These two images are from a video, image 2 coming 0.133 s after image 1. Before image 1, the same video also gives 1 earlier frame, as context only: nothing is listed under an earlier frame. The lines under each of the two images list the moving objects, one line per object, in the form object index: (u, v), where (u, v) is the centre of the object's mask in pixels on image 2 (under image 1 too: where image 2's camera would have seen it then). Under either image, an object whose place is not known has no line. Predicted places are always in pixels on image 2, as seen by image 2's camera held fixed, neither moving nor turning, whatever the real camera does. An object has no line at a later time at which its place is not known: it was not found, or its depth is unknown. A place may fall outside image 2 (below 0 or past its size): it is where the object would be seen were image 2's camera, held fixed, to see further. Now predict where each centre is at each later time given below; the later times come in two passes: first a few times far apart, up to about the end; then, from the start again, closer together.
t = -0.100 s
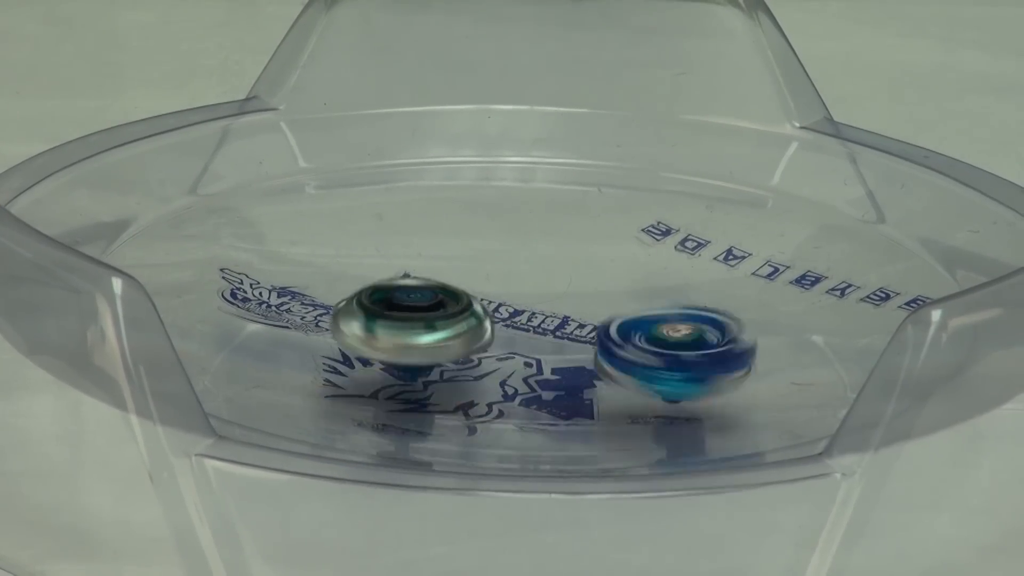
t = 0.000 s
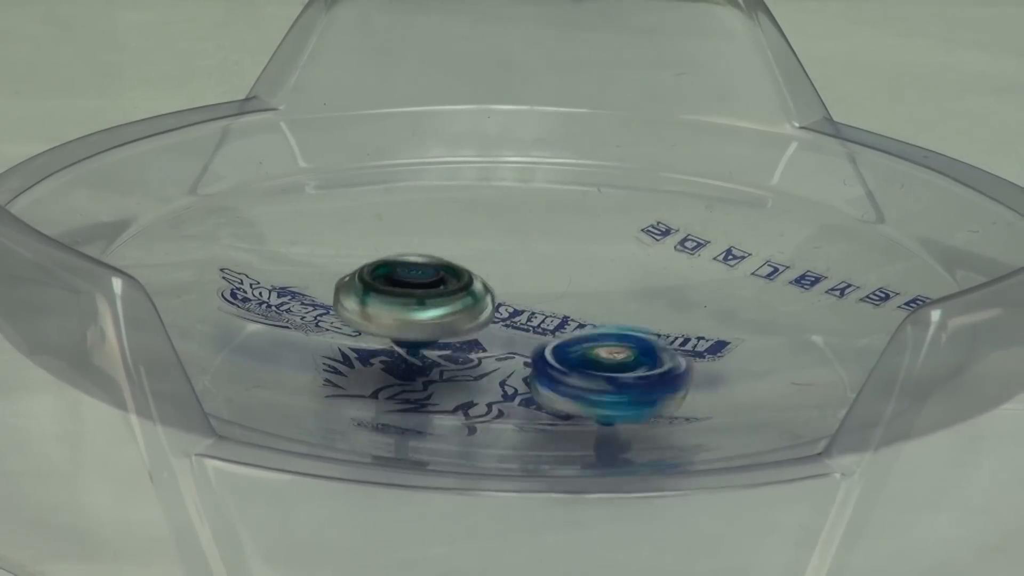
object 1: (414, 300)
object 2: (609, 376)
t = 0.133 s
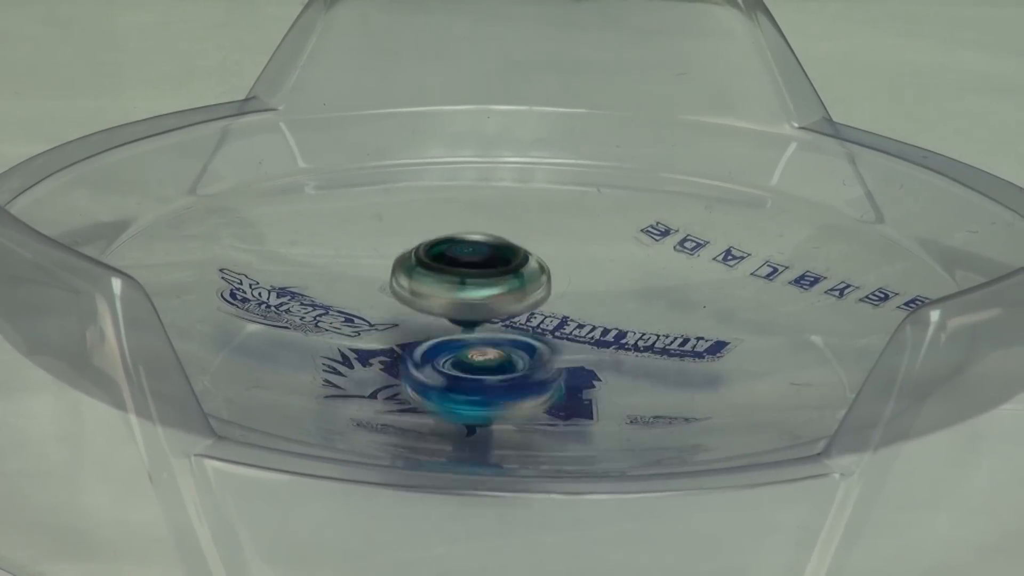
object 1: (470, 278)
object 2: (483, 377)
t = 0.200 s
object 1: (514, 275)
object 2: (427, 364)
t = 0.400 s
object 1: (629, 299)
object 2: (388, 303)
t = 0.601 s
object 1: (632, 346)
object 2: (528, 269)
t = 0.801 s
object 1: (514, 361)
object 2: (678, 300)
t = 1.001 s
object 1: (420, 328)
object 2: (652, 363)
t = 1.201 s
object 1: (460, 287)
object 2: (472, 372)
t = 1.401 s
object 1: (580, 282)
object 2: (376, 316)
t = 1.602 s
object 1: (652, 318)
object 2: (477, 268)
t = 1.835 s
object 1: (562, 357)
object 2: (662, 297)
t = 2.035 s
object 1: (443, 340)
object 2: (648, 362)
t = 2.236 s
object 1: (426, 295)
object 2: (480, 375)
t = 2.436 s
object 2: (374, 323)
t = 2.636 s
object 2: (469, 276)
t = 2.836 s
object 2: (639, 284)
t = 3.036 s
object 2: (674, 349)
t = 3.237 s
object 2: (528, 378)
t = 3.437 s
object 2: (391, 337)
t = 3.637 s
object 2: (442, 281)
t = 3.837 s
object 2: (596, 271)
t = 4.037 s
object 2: (678, 333)
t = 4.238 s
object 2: (562, 376)
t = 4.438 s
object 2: (412, 351)
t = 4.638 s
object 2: (356, 328)
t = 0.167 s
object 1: (491, 276)
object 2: (453, 371)
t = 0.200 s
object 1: (514, 275)
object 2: (427, 364)
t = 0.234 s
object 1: (536, 276)
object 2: (406, 357)
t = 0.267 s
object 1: (558, 278)
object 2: (388, 346)
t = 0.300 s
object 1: (580, 282)
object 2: (379, 337)
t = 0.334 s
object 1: (599, 286)
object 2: (376, 325)
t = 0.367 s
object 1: (616, 292)
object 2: (378, 313)
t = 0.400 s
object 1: (629, 299)
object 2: (388, 303)
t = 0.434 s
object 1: (639, 306)
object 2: (400, 294)
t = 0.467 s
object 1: (646, 315)
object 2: (418, 286)
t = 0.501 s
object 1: (648, 322)
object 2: (442, 279)
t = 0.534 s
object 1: (646, 331)
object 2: (468, 274)
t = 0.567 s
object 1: (641, 338)
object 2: (496, 270)
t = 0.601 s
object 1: (632, 346)
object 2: (528, 269)
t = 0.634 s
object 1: (618, 350)
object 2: (556, 269)
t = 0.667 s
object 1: (600, 355)
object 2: (586, 272)
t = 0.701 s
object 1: (581, 358)
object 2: (616, 277)
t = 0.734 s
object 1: (560, 361)
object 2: (639, 285)
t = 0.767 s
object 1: (537, 362)
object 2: (661, 292)
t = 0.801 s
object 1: (514, 361)
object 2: (678, 300)
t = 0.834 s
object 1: (492, 359)
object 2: (690, 311)
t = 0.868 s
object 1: (471, 355)
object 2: (693, 322)
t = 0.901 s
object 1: (453, 350)
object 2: (692, 334)
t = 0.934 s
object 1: (438, 343)
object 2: (685, 344)
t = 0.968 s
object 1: (427, 336)
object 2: (670, 354)
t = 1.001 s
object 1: (420, 328)
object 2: (652, 363)
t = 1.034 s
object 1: (417, 320)
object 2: (626, 370)
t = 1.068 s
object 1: (418, 313)
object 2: (596, 374)
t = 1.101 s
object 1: (424, 306)
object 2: (567, 378)
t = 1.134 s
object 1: (433, 299)
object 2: (536, 378)
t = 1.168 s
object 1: (445, 292)
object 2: (503, 376)
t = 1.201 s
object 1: (460, 287)
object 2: (472, 372)
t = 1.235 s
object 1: (477, 283)
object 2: (444, 366)
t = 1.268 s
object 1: (497, 281)
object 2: (420, 358)
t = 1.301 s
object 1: (517, 279)
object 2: (401, 349)
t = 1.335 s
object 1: (539, 278)
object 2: (385, 338)
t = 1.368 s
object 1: (559, 279)
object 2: (377, 328)
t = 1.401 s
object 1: (580, 282)
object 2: (376, 316)
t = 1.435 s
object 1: (599, 285)
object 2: (380, 305)
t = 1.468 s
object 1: (617, 290)
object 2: (390, 296)
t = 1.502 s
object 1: (631, 296)
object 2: (407, 286)
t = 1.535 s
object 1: (642, 302)
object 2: (425, 279)
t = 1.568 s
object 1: (650, 310)
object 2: (451, 273)
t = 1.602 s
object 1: (652, 318)
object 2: (477, 268)
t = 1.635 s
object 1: (652, 326)
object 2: (507, 266)
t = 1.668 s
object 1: (646, 334)
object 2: (536, 267)
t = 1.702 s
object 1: (635, 341)
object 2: (564, 268)
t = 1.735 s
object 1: (621, 348)
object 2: (591, 271)
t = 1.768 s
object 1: (603, 351)
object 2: (622, 277)
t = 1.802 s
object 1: (584, 355)
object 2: (645, 286)
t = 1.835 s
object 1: (562, 357)
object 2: (662, 297)
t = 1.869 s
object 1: (540, 358)
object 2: (675, 309)
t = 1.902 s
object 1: (517, 356)
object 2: (679, 319)
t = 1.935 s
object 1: (497, 355)
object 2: (681, 330)
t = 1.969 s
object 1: (476, 351)
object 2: (677, 341)
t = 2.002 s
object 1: (458, 346)
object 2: (665, 350)
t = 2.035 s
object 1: (443, 340)
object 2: (648, 362)
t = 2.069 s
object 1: (430, 333)
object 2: (625, 367)
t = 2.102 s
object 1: (423, 326)
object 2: (600, 374)
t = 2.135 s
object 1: (418, 318)
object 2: (571, 379)
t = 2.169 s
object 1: (417, 311)
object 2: (543, 379)
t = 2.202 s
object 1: (419, 303)
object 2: (511, 378)
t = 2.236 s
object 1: (426, 295)
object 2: (480, 375)
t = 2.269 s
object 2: (450, 369)
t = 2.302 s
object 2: (426, 363)
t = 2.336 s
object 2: (405, 355)
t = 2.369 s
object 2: (389, 344)
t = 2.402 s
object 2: (381, 333)
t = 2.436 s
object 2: (374, 323)
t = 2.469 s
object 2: (379, 312)
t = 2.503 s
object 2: (386, 303)
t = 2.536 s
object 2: (401, 295)
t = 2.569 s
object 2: (421, 286)
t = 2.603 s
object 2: (442, 281)
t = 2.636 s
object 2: (469, 276)
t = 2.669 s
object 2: (497, 274)
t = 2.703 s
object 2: (523, 272)
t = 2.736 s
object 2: (553, 271)
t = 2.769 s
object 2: (579, 272)
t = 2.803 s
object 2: (611, 277)
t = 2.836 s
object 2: (639, 284)
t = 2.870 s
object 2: (661, 294)
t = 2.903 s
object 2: (677, 309)
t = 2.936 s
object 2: (681, 318)
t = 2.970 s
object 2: (685, 329)
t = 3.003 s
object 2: (682, 338)
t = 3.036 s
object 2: (674, 349)
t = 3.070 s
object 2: (661, 357)
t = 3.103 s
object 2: (641, 366)
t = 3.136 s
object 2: (616, 372)
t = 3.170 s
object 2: (587, 376)
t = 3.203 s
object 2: (557, 378)
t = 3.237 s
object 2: (528, 378)
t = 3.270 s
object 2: (496, 376)
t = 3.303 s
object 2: (469, 372)
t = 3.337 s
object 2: (441, 364)
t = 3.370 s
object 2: (422, 357)
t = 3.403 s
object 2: (405, 346)
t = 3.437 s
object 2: (391, 337)
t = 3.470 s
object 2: (390, 326)
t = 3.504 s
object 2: (387, 316)
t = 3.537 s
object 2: (395, 306)
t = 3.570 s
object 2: (405, 296)
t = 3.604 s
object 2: (421, 289)
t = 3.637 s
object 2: (442, 281)
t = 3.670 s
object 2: (465, 277)
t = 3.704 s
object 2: (492, 274)
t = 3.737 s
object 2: (517, 270)
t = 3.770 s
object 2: (543, 268)
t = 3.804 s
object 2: (567, 268)
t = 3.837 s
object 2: (596, 271)
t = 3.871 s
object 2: (628, 276)
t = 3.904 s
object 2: (654, 285)
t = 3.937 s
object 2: (673, 298)
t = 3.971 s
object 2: (681, 311)
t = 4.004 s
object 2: (684, 322)
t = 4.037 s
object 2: (678, 333)
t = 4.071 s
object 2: (670, 344)
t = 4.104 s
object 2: (658, 353)
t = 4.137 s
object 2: (639, 361)
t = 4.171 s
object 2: (615, 368)
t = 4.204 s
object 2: (589, 372)
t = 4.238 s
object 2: (562, 376)
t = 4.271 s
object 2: (530, 376)
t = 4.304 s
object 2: (503, 375)
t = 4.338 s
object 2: (477, 371)
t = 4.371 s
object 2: (453, 366)
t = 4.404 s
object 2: (431, 359)
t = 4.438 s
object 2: (412, 351)
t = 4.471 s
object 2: (398, 341)
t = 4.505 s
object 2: (389, 331)
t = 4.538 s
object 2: (386, 323)
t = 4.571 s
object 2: (366, 326)
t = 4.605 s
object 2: (356, 328)
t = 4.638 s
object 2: (356, 328)
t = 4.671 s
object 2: (356, 326)
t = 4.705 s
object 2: (368, 322)
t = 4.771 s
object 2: (411, 322)
